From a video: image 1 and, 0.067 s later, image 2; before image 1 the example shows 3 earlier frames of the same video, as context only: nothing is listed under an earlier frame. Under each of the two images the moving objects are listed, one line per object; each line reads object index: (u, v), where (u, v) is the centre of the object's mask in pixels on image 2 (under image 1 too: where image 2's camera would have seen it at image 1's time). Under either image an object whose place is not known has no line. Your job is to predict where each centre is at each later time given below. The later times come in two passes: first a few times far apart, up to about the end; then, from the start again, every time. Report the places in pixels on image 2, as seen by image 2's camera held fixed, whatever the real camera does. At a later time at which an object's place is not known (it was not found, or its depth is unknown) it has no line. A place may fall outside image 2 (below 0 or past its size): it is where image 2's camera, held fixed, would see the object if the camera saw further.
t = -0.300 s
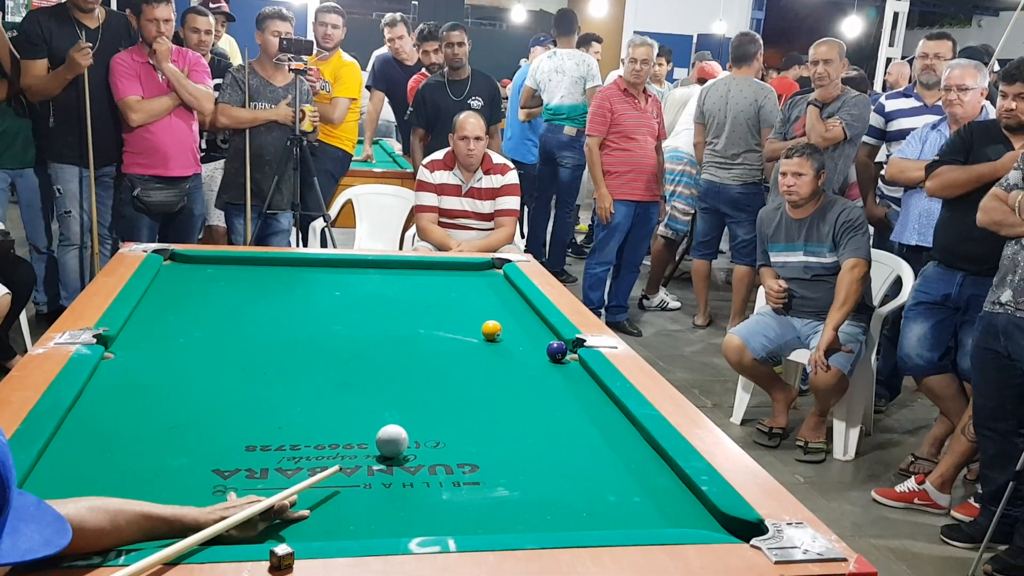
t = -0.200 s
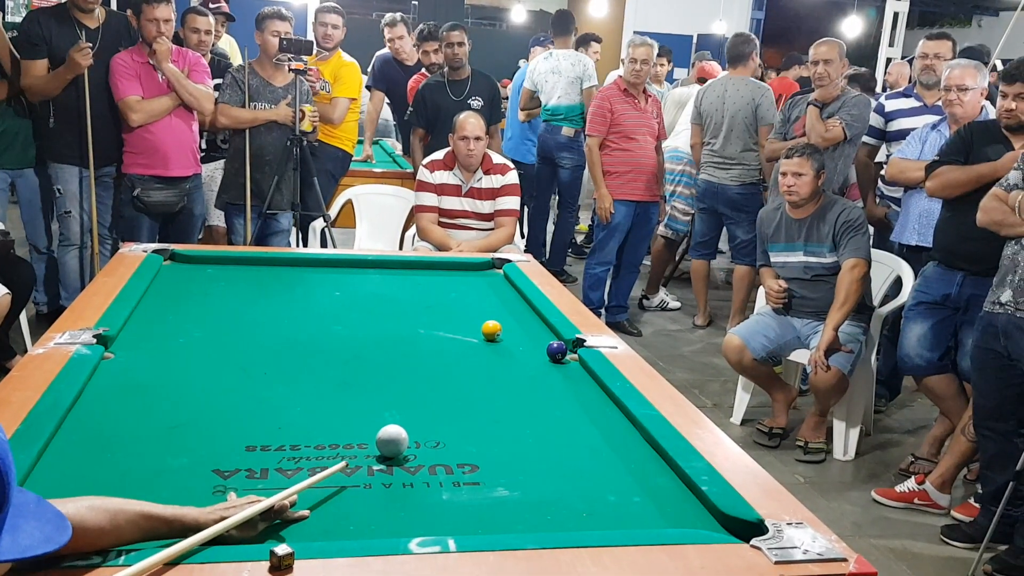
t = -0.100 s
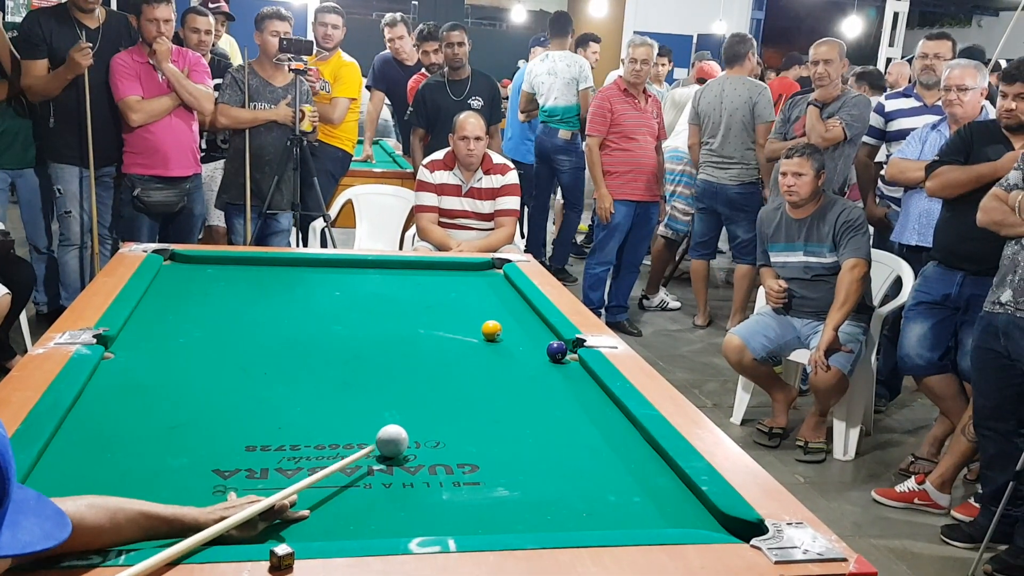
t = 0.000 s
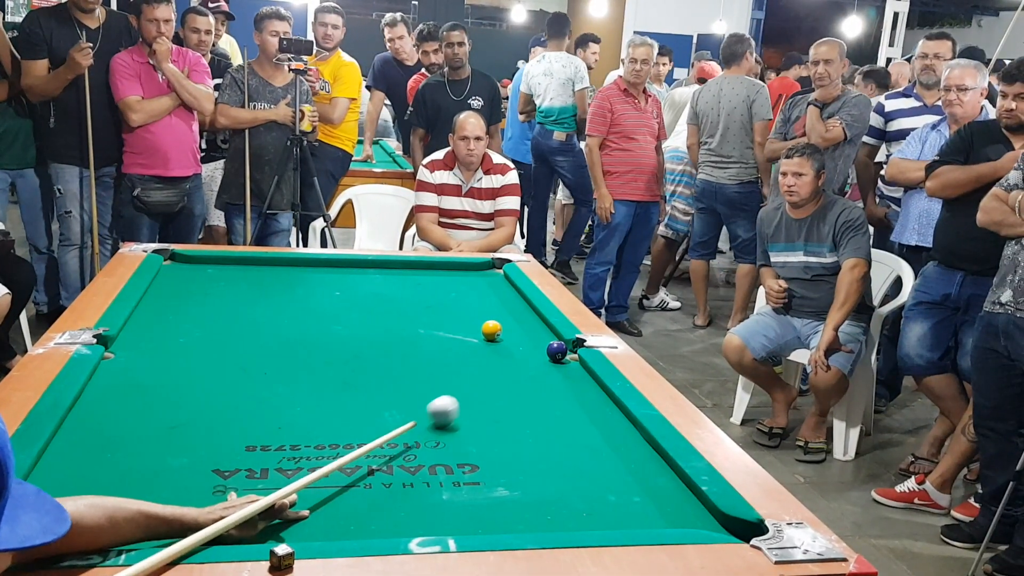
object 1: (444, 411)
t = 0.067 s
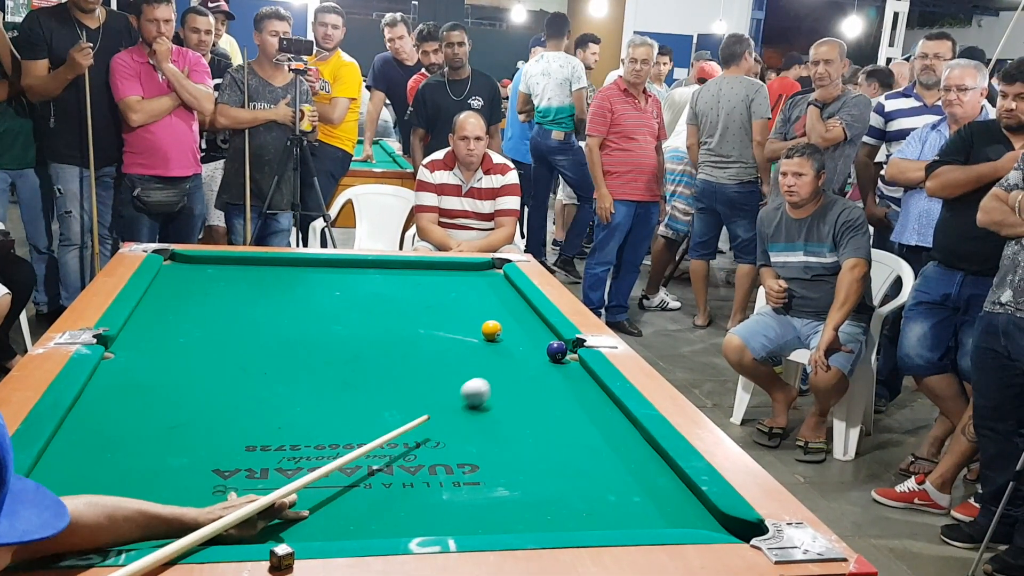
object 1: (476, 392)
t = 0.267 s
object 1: (543, 352)
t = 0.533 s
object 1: (542, 329)
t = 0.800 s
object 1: (512, 310)
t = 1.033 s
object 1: (490, 296)
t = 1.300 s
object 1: (468, 282)
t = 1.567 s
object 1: (449, 269)
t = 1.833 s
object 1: (434, 267)
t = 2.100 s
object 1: (424, 272)
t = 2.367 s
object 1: (413, 277)
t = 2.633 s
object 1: (403, 281)
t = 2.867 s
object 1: (395, 285)
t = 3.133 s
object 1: (387, 288)
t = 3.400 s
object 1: (380, 292)
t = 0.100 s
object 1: (489, 385)
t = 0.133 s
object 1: (502, 377)
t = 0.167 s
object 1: (513, 370)
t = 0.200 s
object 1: (525, 364)
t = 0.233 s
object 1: (535, 358)
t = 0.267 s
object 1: (543, 352)
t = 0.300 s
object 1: (542, 350)
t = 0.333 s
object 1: (543, 347)
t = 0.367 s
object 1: (544, 344)
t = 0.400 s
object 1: (546, 341)
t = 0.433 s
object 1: (547, 338)
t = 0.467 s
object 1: (549, 335)
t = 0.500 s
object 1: (546, 332)
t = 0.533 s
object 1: (542, 329)
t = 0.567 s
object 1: (538, 327)
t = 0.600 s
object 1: (534, 324)
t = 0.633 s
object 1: (530, 322)
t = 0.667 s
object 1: (527, 320)
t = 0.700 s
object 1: (523, 317)
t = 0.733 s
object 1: (519, 315)
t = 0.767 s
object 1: (516, 313)
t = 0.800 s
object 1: (512, 310)
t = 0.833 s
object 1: (509, 308)
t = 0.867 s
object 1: (506, 306)
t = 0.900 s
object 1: (502, 303)
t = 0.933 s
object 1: (499, 302)
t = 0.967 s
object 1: (496, 300)
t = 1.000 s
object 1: (493, 298)
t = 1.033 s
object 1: (490, 296)
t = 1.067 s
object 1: (487, 294)
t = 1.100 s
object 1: (484, 292)
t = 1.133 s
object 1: (482, 290)
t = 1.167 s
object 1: (479, 289)
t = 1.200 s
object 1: (476, 287)
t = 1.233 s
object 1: (474, 285)
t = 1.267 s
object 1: (471, 283)
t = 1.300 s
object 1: (468, 282)
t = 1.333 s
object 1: (466, 280)
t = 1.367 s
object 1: (463, 278)
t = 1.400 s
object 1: (461, 277)
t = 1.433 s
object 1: (458, 275)
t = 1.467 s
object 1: (456, 274)
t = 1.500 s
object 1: (454, 272)
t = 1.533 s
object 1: (451, 271)
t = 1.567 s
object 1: (449, 269)
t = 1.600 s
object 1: (447, 268)
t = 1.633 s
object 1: (444, 267)
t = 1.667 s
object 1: (442, 265)
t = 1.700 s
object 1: (440, 264)
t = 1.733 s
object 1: (439, 265)
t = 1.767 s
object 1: (437, 266)
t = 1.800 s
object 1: (436, 266)
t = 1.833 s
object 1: (434, 267)
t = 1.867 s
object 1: (433, 267)
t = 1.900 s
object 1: (432, 268)
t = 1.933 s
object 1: (430, 269)
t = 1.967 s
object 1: (429, 269)
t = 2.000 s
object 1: (428, 270)
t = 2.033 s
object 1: (426, 270)
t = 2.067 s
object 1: (425, 271)
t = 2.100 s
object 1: (424, 272)
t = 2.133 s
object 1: (422, 272)
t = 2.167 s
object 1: (421, 273)
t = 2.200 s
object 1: (420, 274)
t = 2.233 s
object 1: (418, 274)
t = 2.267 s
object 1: (417, 275)
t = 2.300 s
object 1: (416, 275)
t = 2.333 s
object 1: (414, 276)
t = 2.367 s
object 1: (413, 277)
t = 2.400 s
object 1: (412, 277)
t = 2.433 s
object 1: (411, 278)
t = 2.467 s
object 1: (409, 278)
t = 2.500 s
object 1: (408, 279)
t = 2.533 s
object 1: (407, 280)
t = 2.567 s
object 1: (406, 280)
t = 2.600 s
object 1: (404, 281)
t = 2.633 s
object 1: (403, 281)
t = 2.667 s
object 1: (402, 282)
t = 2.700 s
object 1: (401, 282)
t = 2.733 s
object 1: (400, 283)
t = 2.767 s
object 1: (398, 283)
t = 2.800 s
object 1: (397, 284)
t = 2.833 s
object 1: (396, 284)
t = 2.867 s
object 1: (395, 285)
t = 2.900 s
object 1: (394, 285)
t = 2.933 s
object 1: (393, 286)
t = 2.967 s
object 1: (392, 286)
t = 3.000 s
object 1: (391, 287)
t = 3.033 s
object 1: (390, 287)
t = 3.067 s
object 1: (389, 288)
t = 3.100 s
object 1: (388, 288)
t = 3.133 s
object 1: (387, 288)
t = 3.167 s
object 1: (386, 289)
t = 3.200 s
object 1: (385, 289)
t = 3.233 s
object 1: (384, 290)
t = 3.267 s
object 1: (383, 290)
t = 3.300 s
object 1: (382, 291)
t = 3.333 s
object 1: (381, 291)
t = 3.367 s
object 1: (380, 292)
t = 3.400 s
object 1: (380, 292)
